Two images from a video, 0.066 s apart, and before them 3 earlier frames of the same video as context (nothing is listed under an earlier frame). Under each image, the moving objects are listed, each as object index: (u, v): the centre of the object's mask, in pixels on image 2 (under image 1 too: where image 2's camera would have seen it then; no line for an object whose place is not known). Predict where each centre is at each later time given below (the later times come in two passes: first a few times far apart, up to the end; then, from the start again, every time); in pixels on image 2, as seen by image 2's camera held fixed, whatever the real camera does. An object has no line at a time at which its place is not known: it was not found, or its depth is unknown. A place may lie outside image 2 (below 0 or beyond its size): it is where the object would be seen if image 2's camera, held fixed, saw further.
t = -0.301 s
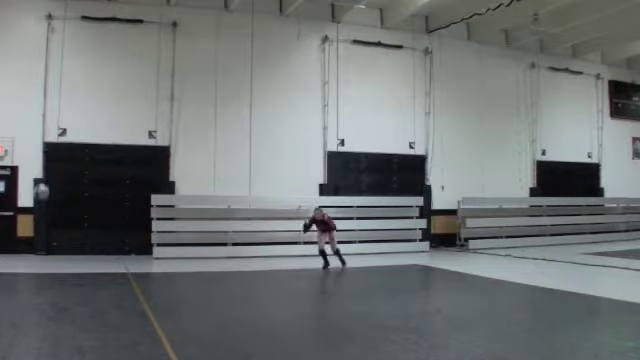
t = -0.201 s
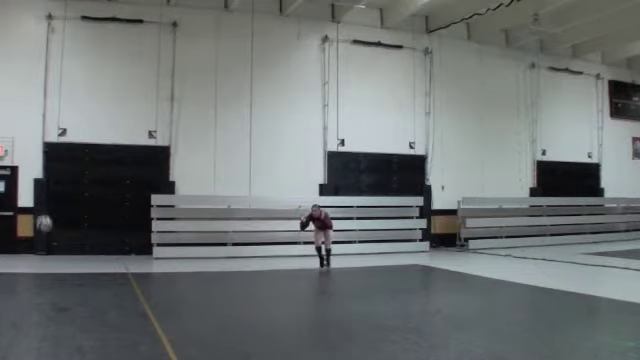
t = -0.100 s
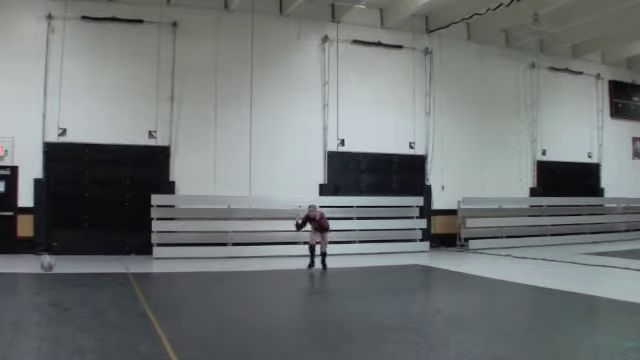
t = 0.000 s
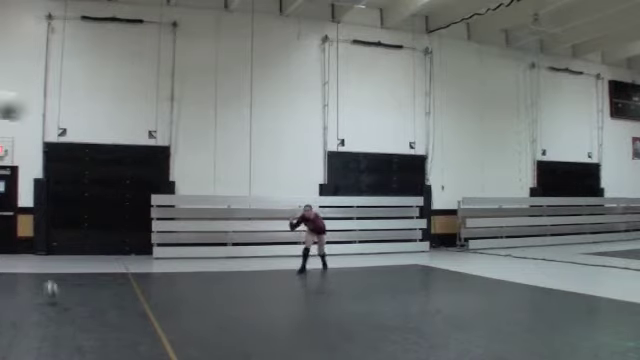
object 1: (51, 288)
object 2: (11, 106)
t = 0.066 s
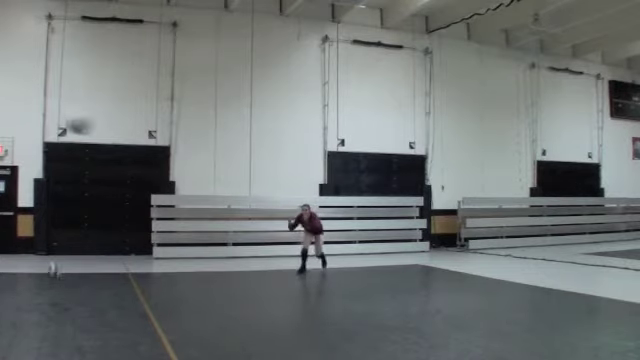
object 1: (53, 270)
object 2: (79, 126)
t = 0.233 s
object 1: (59, 237)
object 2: (188, 167)
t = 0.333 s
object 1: (63, 227)
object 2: (228, 191)
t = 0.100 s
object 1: (54, 262)
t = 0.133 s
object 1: (55, 254)
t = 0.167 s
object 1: (56, 247)
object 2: (153, 151)
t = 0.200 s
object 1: (58, 242)
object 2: (169, 155)
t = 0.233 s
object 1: (59, 237)
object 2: (188, 167)
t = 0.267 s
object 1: (60, 232)
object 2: (202, 174)
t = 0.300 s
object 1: (62, 229)
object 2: (216, 183)
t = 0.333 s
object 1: (63, 227)
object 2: (228, 191)
